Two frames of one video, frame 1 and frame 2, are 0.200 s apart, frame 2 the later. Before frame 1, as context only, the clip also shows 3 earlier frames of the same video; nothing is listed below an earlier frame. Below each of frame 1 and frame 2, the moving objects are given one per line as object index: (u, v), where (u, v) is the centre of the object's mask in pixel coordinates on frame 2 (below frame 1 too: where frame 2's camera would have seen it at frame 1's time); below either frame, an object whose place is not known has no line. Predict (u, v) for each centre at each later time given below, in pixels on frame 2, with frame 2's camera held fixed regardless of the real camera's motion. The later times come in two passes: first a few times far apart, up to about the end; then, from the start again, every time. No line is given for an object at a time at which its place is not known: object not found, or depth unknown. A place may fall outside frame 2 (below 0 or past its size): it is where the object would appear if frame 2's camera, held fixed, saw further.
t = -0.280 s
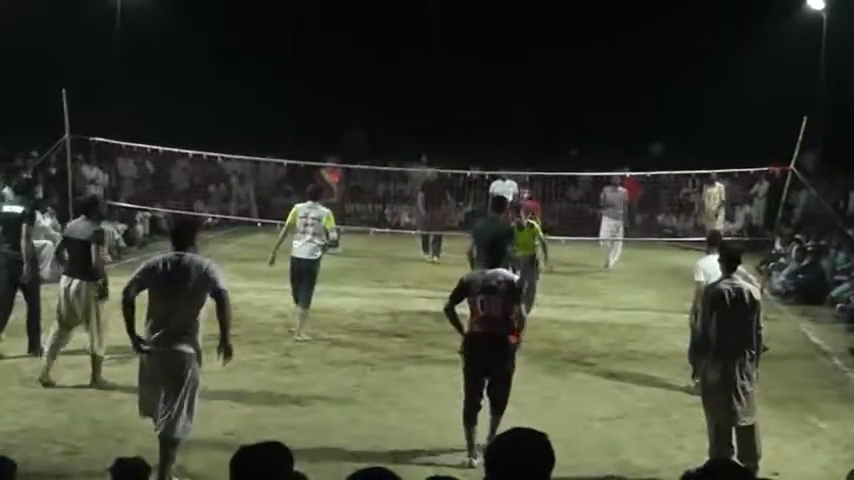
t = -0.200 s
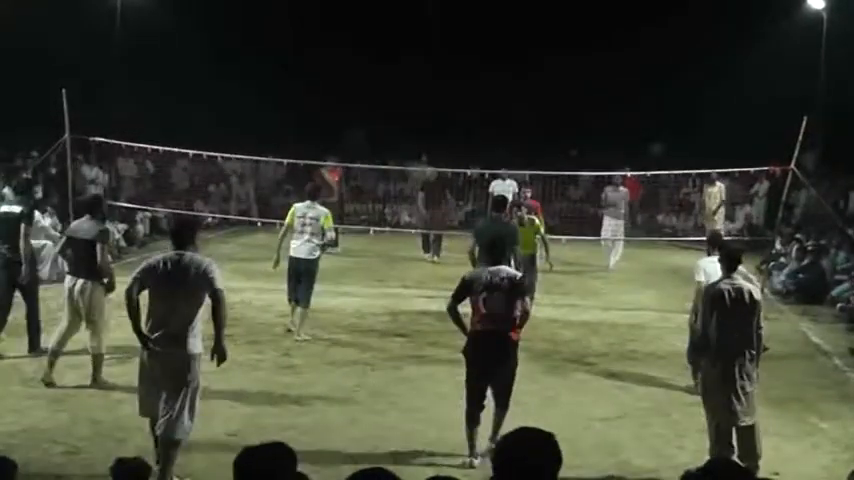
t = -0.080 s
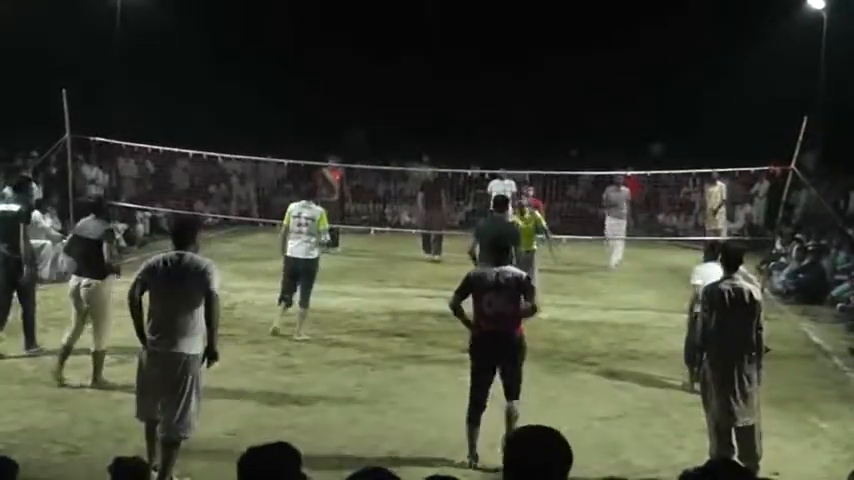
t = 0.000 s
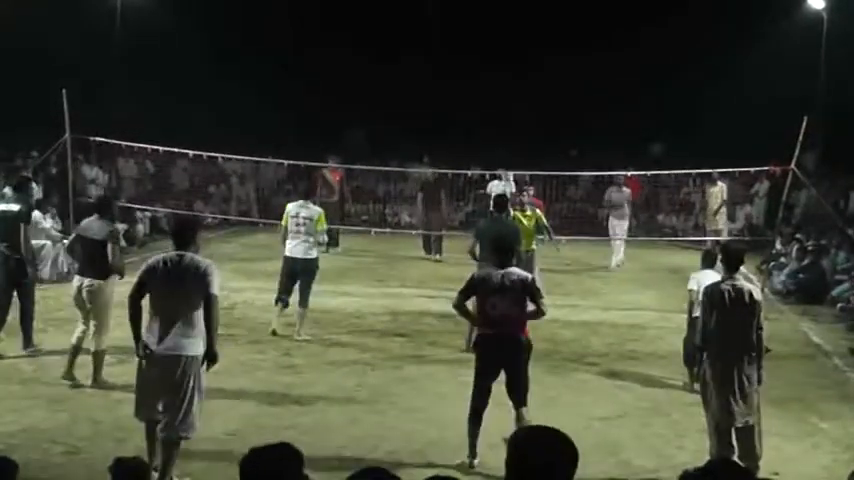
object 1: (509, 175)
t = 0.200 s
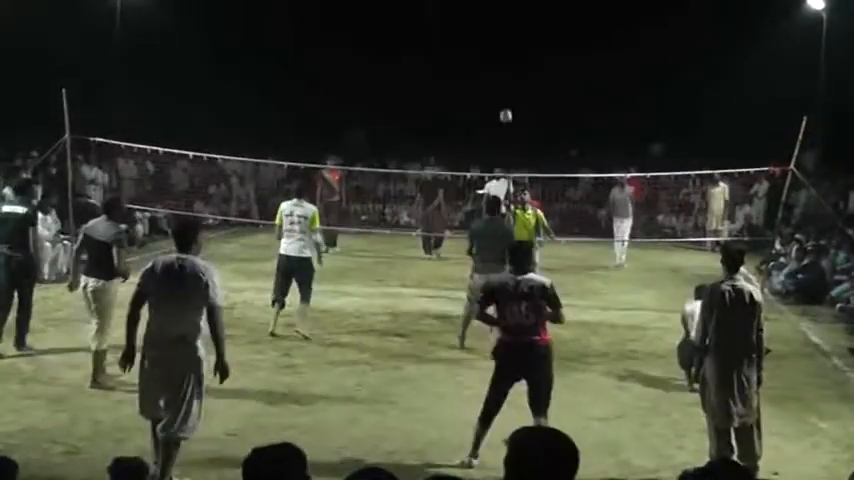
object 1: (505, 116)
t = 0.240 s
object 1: (505, 107)
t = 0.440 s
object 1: (503, 81)
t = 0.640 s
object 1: (500, 87)
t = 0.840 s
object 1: (496, 129)
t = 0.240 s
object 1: (505, 107)
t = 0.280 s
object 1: (505, 99)
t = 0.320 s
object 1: (505, 92)
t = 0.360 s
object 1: (504, 87)
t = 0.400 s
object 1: (504, 83)
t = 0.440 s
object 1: (503, 81)
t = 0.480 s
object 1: (503, 80)
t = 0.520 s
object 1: (503, 79)
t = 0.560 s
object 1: (502, 81)
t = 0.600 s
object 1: (501, 83)
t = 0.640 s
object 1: (500, 87)
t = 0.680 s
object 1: (499, 93)
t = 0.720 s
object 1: (498, 100)
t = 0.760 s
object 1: (497, 107)
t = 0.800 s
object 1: (497, 118)
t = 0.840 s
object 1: (496, 129)
